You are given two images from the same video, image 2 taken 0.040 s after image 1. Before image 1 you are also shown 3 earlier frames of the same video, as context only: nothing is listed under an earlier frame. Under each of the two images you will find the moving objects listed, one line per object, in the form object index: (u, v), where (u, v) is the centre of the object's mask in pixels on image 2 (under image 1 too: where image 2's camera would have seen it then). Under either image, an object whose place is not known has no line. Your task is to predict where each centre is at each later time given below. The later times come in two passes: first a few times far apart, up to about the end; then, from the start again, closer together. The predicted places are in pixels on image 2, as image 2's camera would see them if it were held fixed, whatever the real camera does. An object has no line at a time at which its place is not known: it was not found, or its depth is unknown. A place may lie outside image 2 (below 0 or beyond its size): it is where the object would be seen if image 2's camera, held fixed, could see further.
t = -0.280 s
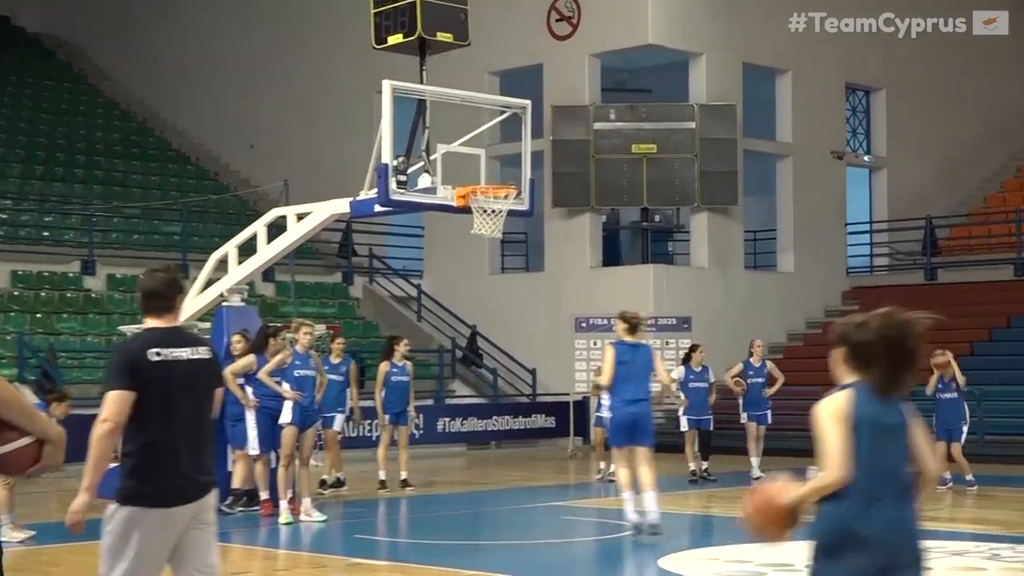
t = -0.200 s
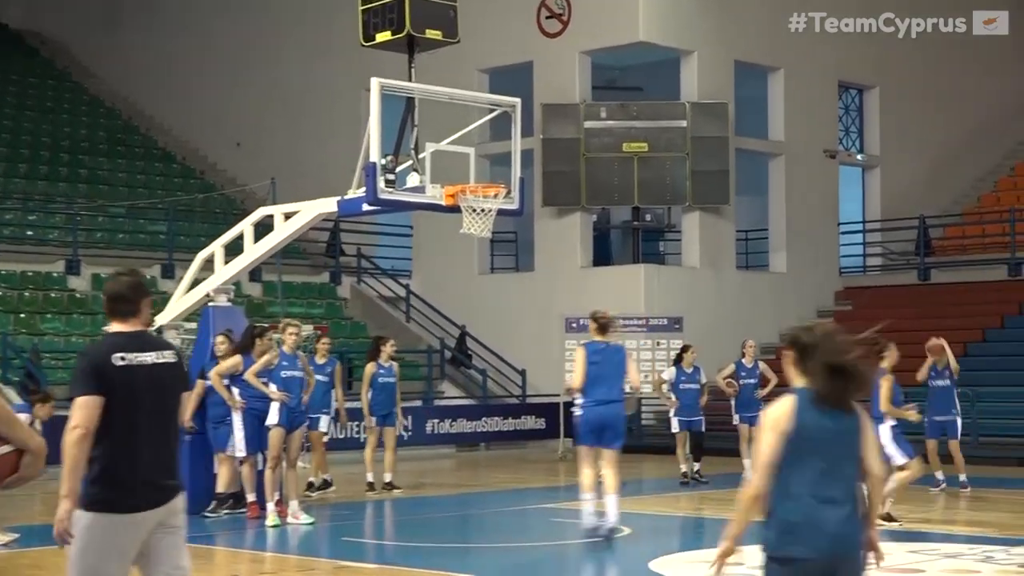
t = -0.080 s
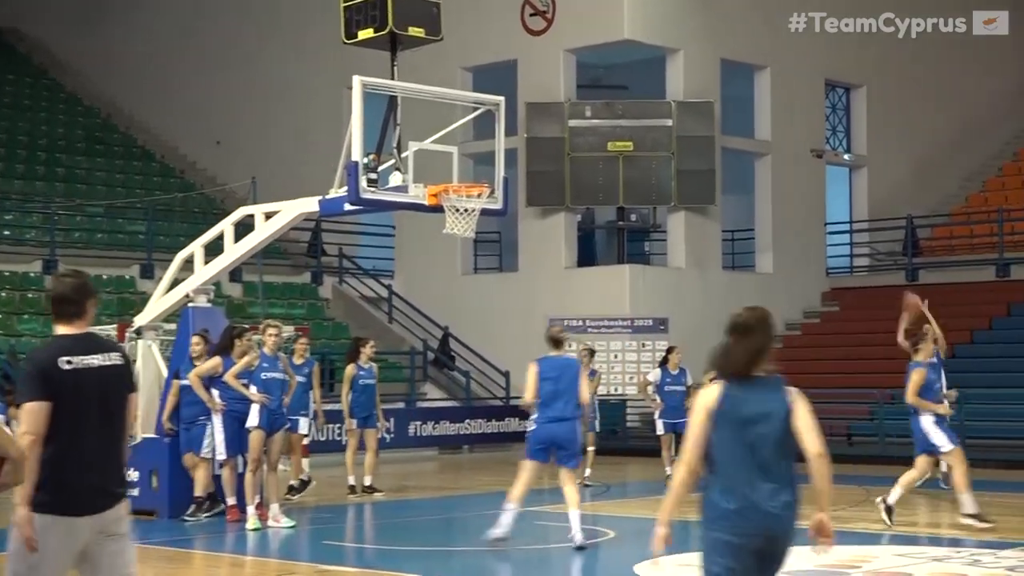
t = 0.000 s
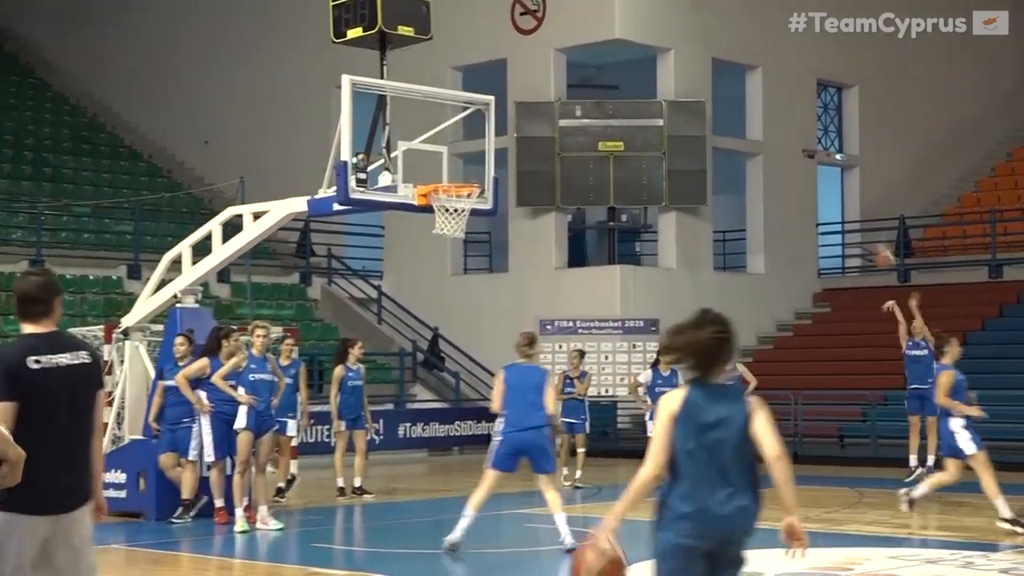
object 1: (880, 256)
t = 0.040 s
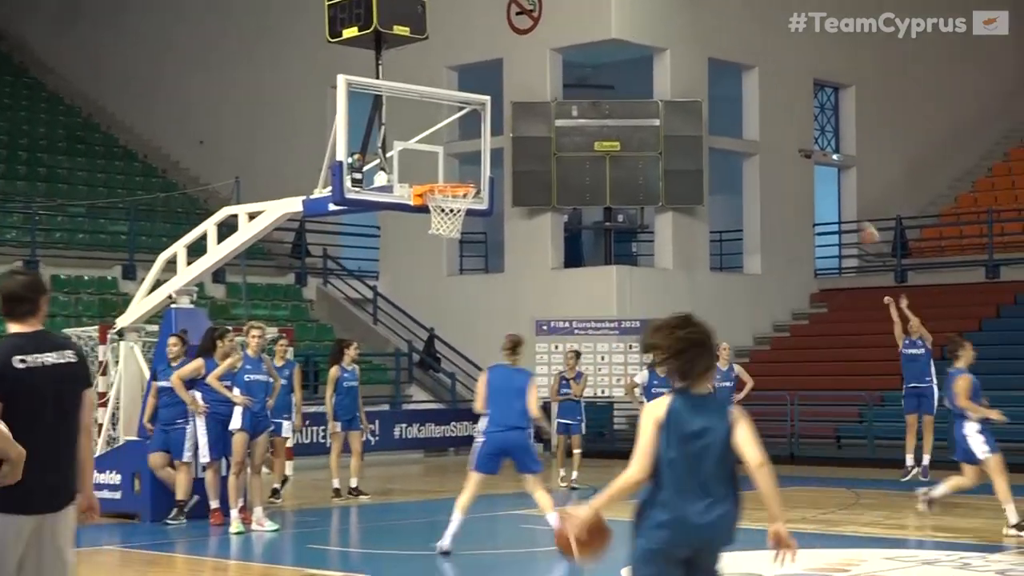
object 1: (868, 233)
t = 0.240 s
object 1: (808, 135)
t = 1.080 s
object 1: (531, 119)
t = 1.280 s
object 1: (523, 175)
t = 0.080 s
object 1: (857, 211)
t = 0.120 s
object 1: (846, 189)
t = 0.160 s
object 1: (834, 172)
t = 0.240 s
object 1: (808, 135)
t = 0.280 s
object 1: (796, 119)
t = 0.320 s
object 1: (785, 104)
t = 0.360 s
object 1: (772, 91)
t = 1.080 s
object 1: (531, 119)
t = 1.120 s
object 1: (516, 136)
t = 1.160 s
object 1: (501, 155)
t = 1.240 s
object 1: (503, 177)
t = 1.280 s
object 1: (523, 175)
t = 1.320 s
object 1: (542, 175)
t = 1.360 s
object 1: (565, 176)
